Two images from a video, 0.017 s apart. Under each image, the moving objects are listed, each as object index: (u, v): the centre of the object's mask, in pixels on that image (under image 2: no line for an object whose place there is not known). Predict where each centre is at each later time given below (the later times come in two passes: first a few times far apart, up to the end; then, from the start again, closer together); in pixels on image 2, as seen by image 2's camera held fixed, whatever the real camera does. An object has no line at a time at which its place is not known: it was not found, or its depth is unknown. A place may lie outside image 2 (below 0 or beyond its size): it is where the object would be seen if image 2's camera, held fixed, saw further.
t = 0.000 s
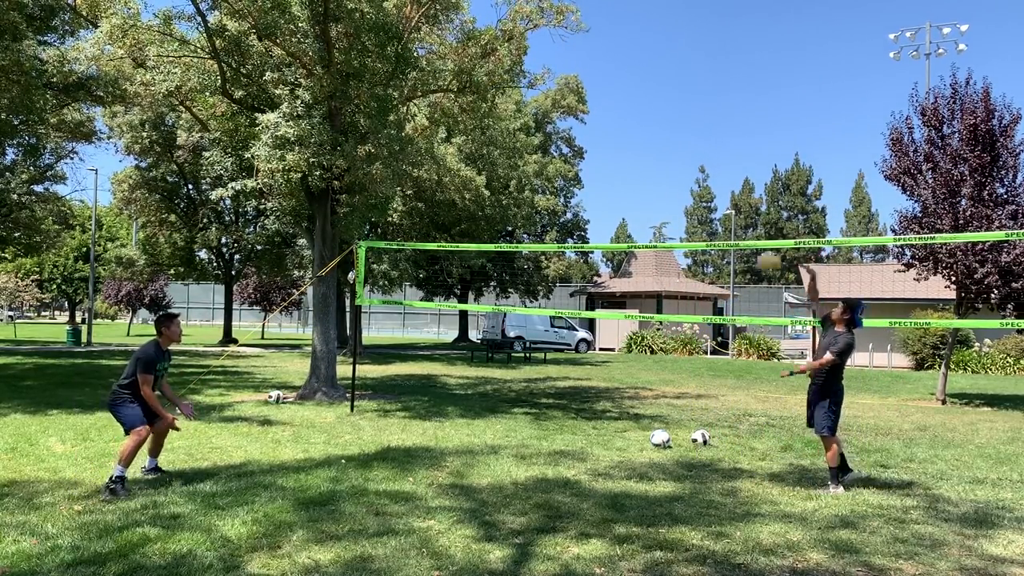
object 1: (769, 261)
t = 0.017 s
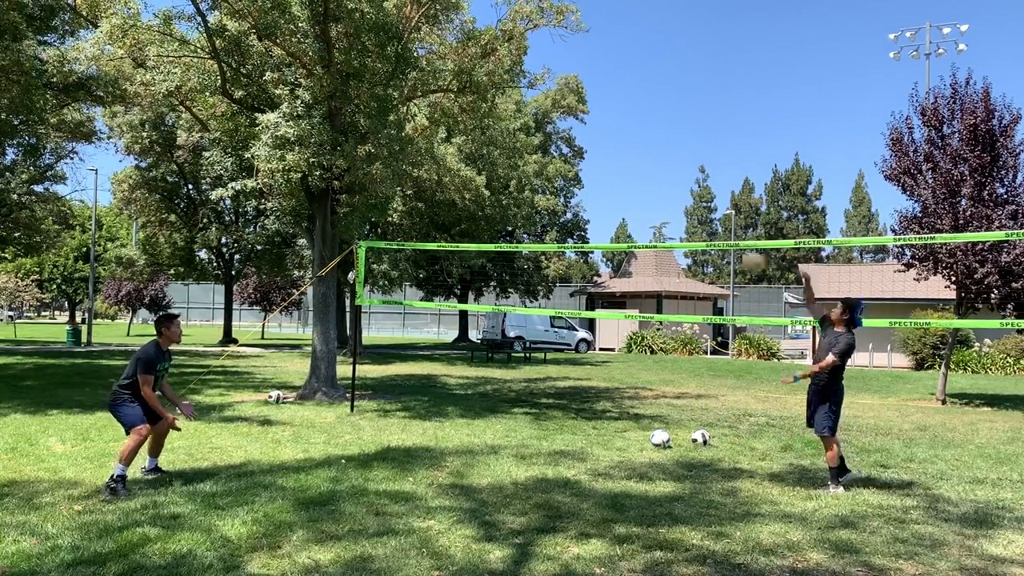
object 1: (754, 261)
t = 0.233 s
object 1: (528, 305)
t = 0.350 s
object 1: (403, 356)
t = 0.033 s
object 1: (737, 264)
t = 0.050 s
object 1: (718, 265)
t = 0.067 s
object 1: (702, 268)
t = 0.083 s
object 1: (685, 269)
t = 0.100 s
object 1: (667, 271)
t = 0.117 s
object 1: (650, 275)
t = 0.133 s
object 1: (633, 277)
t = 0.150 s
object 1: (616, 282)
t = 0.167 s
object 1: (599, 285)
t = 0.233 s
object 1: (528, 305)
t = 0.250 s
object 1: (512, 313)
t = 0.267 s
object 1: (494, 319)
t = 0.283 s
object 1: (475, 324)
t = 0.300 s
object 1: (458, 332)
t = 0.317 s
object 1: (440, 340)
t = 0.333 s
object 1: (422, 347)
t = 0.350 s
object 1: (403, 356)
